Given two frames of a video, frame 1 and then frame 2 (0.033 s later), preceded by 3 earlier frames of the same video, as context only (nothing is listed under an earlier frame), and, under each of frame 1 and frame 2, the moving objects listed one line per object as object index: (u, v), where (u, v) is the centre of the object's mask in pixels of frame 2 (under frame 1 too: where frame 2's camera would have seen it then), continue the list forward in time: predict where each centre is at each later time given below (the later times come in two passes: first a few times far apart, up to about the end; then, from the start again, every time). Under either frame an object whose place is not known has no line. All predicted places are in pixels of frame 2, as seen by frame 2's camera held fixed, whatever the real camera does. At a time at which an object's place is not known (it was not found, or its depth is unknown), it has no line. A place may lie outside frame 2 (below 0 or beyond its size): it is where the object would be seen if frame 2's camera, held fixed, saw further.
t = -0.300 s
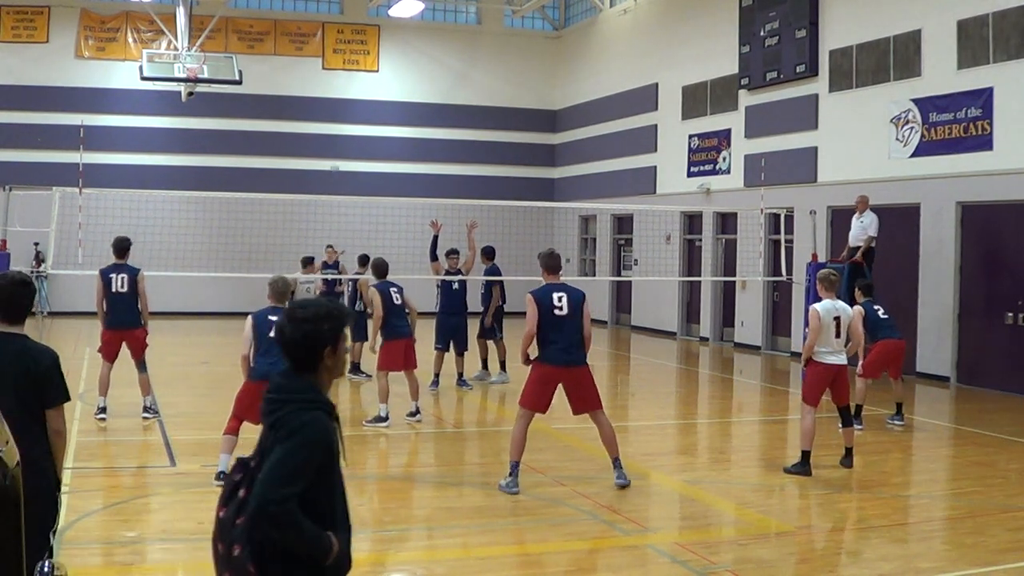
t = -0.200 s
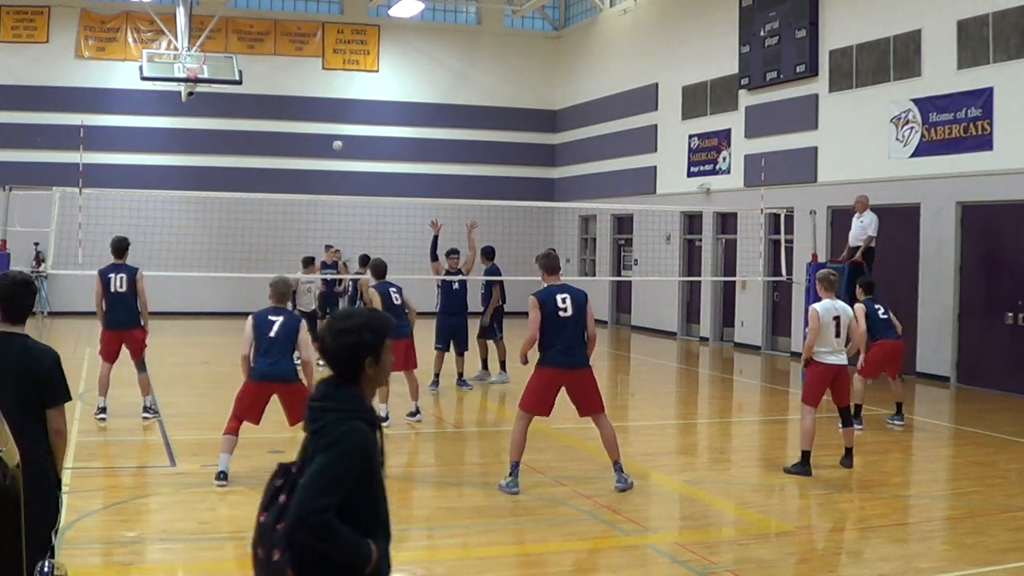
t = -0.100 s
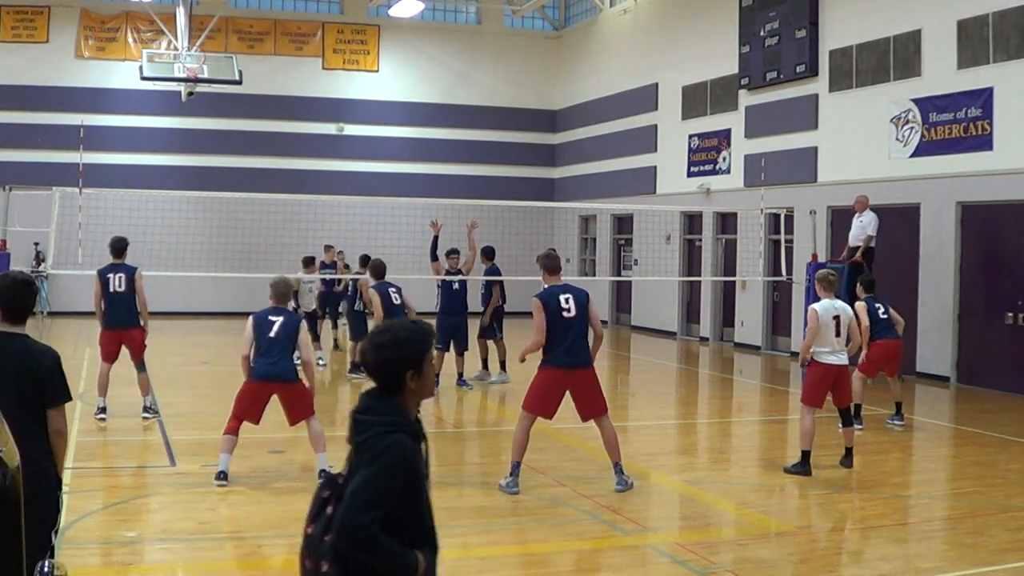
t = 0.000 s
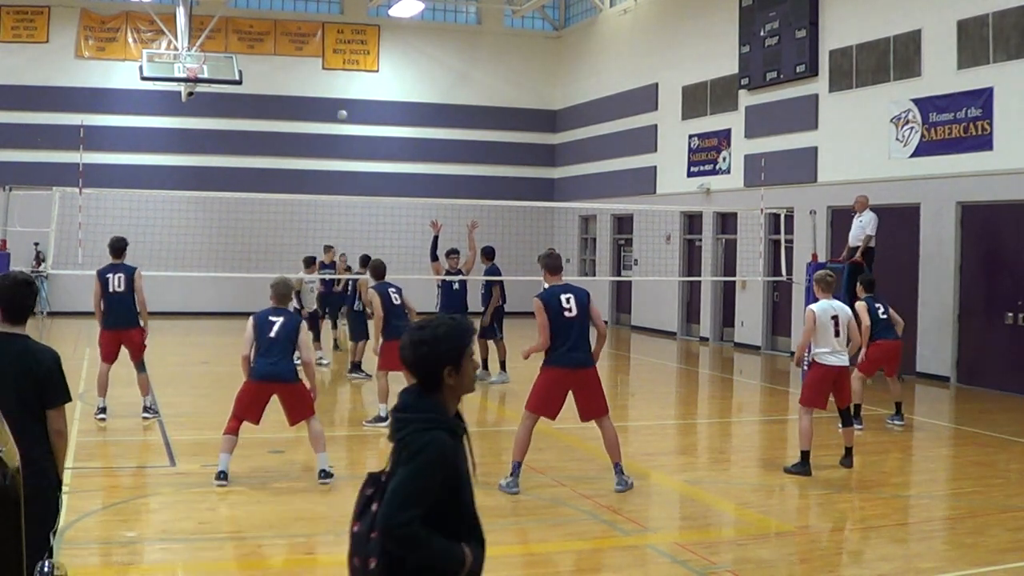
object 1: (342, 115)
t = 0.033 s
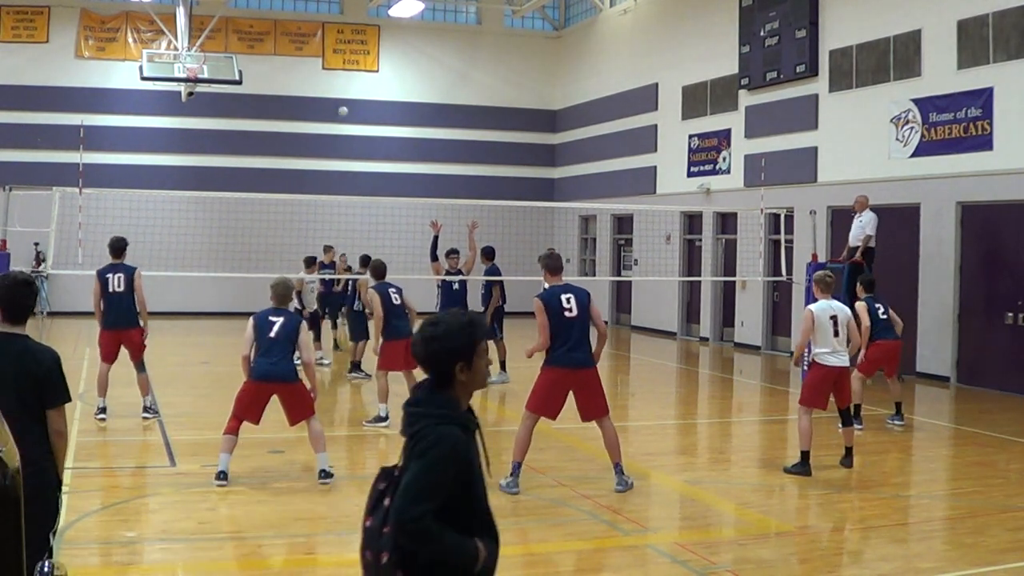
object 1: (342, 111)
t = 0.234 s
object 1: (347, 102)
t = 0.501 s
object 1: (353, 116)
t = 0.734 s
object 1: (358, 154)
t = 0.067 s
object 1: (343, 109)
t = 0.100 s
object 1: (344, 106)
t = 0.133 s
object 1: (345, 104)
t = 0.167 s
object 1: (345, 103)
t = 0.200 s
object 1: (346, 102)
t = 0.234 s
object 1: (347, 102)
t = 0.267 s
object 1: (348, 102)
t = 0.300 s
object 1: (348, 102)
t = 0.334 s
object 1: (349, 103)
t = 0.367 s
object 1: (350, 104)
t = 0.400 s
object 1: (351, 106)
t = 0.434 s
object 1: (351, 109)
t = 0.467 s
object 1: (352, 112)
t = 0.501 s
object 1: (353, 116)
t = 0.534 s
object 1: (354, 119)
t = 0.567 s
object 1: (354, 124)
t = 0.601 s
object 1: (355, 129)
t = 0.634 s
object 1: (356, 135)
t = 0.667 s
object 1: (356, 141)
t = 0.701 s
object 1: (357, 147)
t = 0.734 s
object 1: (358, 154)
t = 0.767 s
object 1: (359, 162)
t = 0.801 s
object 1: (359, 172)
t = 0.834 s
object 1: (360, 180)
